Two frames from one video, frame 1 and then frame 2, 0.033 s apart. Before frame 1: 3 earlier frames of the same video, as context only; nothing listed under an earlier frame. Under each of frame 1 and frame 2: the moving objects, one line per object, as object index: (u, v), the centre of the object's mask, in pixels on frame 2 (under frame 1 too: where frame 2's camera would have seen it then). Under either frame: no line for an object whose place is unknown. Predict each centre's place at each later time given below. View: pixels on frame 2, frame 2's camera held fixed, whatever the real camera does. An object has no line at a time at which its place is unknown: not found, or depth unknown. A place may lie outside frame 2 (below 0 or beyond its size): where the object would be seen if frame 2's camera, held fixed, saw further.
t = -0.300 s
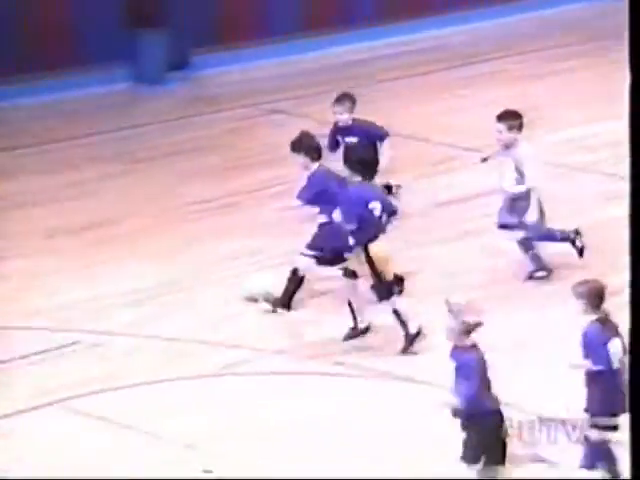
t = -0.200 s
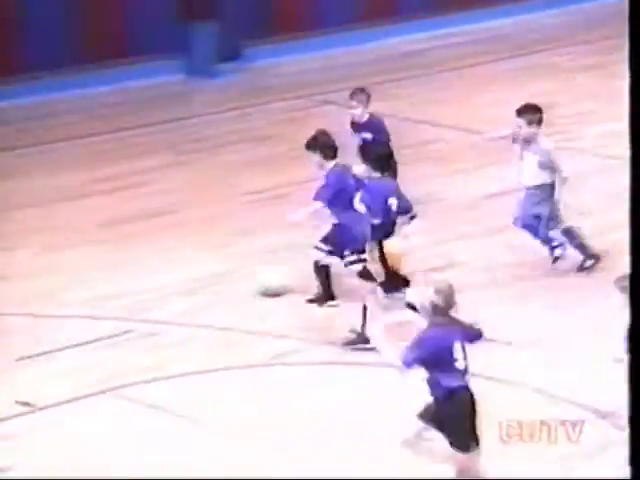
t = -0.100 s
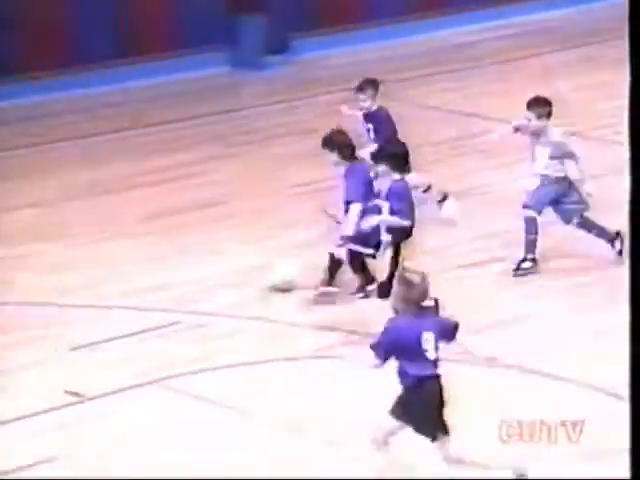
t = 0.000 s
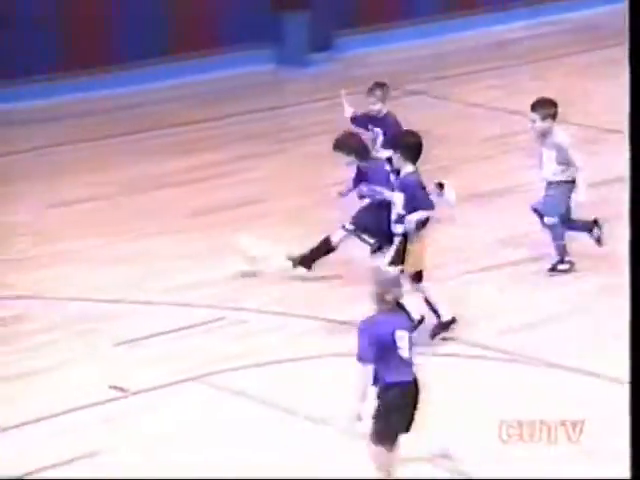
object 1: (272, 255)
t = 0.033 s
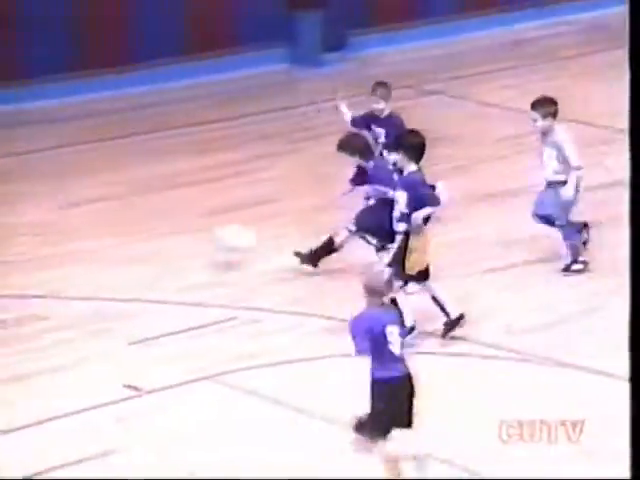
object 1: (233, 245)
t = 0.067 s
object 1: (202, 236)
